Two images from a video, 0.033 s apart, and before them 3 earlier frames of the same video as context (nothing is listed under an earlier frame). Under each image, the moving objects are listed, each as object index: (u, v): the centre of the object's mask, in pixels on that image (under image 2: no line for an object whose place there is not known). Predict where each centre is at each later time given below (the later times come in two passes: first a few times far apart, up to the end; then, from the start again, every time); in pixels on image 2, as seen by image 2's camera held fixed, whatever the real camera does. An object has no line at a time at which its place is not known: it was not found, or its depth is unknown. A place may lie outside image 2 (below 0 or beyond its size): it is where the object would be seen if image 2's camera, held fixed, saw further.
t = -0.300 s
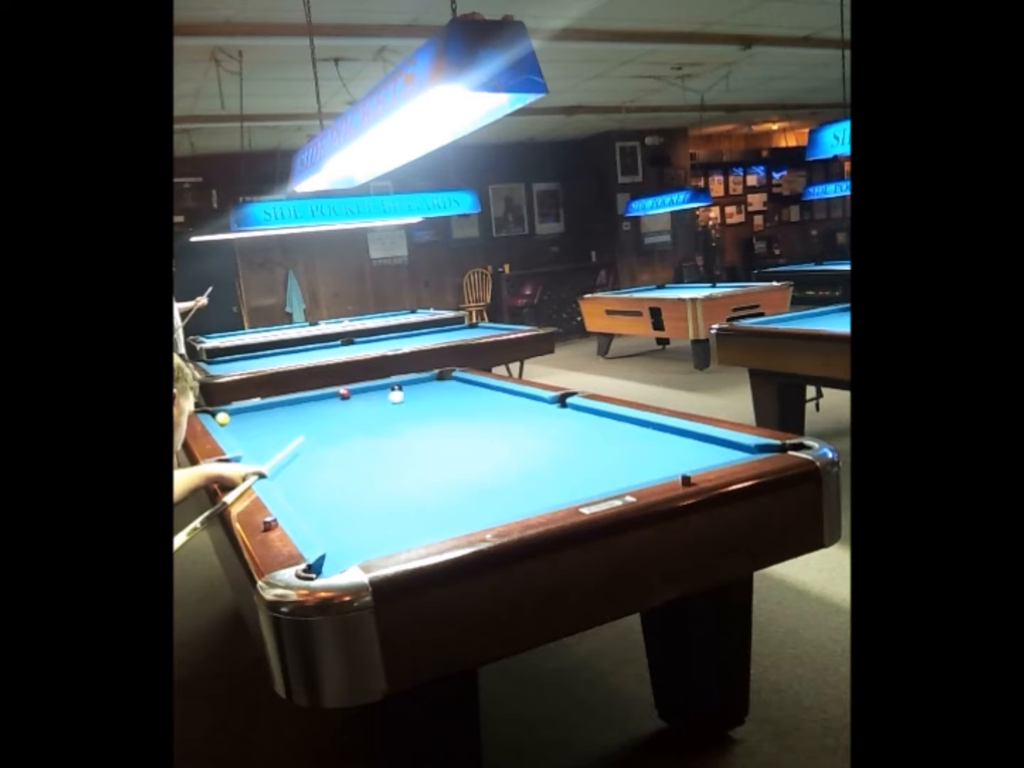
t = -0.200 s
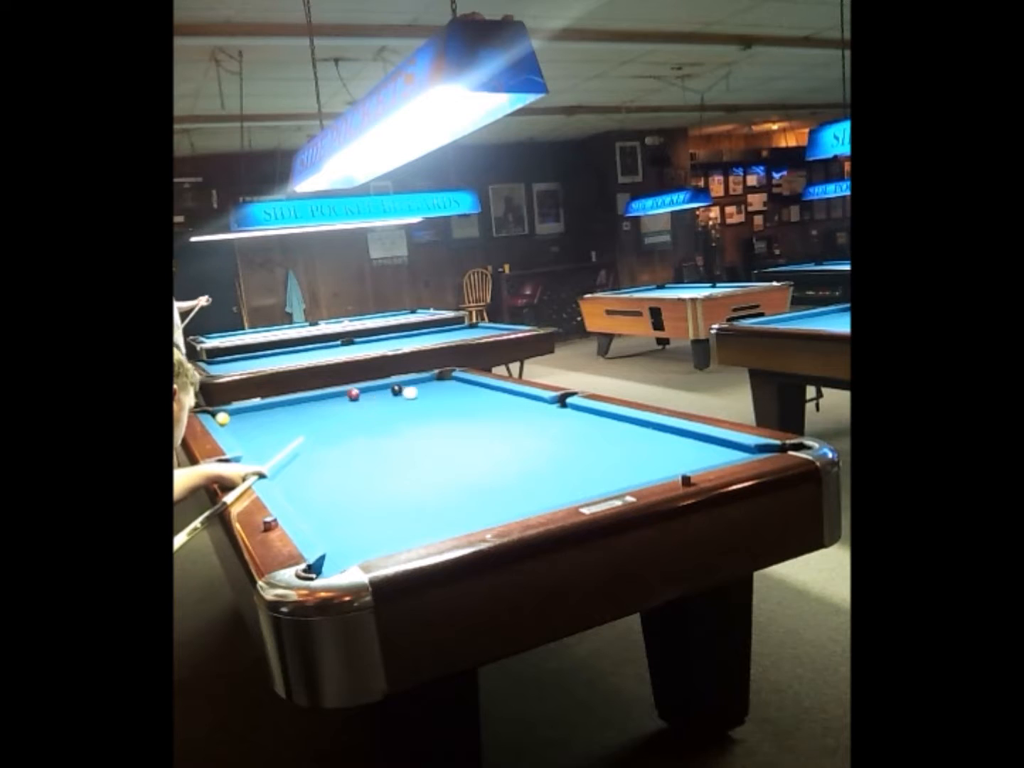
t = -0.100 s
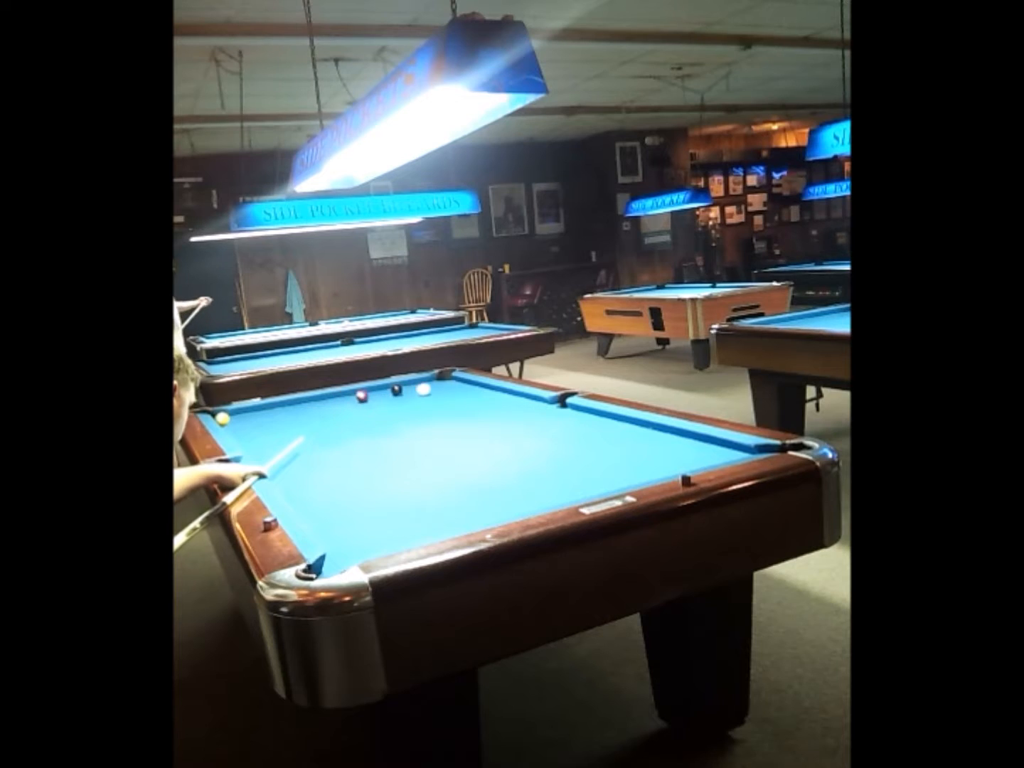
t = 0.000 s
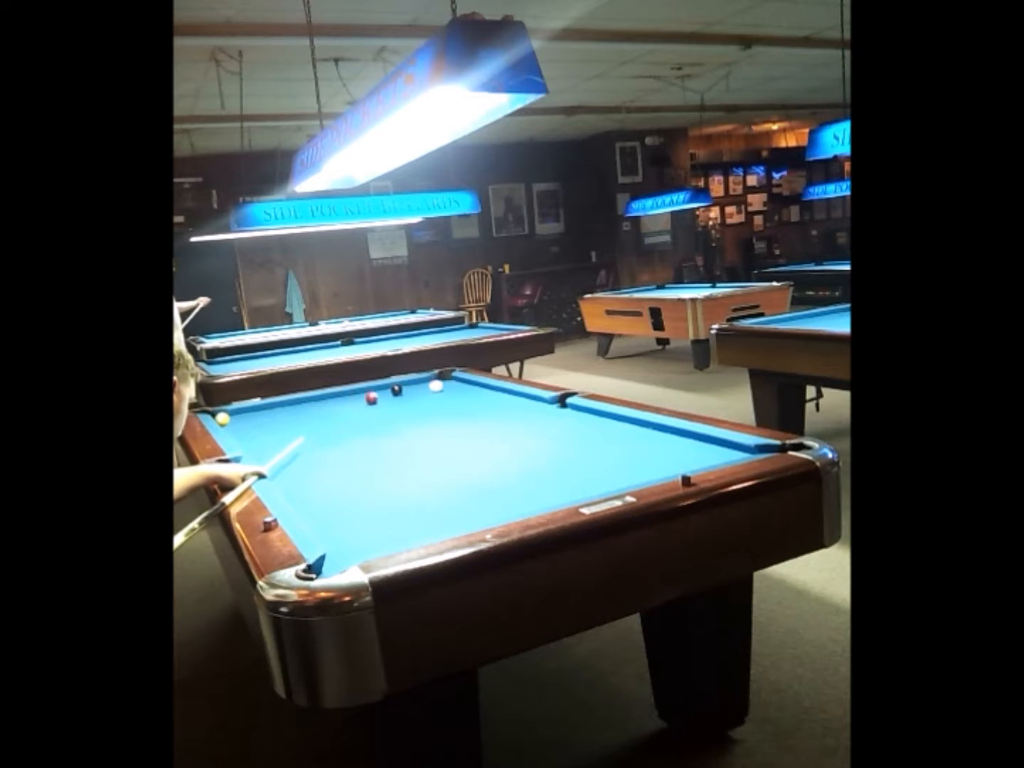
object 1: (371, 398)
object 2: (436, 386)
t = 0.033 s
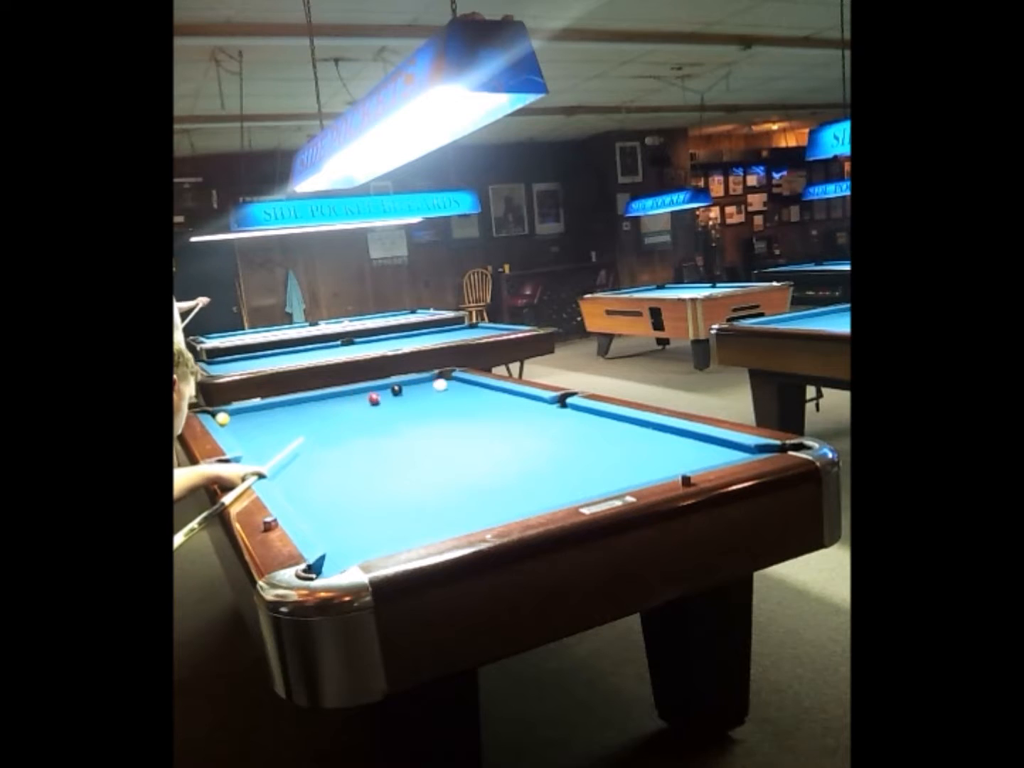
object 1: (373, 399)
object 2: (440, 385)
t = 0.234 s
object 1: (392, 402)
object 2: (454, 380)
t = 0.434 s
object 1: (413, 405)
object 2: (435, 382)
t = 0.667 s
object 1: (438, 410)
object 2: (413, 385)
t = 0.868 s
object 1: (461, 414)
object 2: (392, 386)
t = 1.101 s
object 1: (489, 419)
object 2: (374, 390)
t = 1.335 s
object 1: (520, 424)
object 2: (354, 393)
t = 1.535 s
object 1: (548, 430)
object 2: (337, 395)
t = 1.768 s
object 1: (584, 436)
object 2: (319, 397)
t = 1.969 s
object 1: (616, 443)
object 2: (303, 400)
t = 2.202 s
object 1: (658, 450)
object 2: (286, 402)
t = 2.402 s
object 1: (696, 457)
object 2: (272, 404)
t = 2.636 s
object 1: (717, 456)
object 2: (261, 406)
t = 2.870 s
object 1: (698, 451)
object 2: (250, 408)
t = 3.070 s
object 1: (683, 445)
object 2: (241, 410)
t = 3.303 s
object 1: (667, 439)
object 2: (232, 411)
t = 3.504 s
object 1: (655, 434)
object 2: (224, 412)
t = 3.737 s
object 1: (643, 430)
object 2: (215, 413)
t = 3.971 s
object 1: (631, 425)
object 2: (218, 413)
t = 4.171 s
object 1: (623, 422)
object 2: (219, 413)
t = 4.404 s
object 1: (614, 419)
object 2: (221, 413)
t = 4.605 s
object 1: (607, 416)
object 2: (221, 413)
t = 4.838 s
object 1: (598, 415)
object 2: (221, 414)
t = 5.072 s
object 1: (589, 414)
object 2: (221, 414)
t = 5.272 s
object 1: (583, 412)
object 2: (221, 414)
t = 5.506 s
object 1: (576, 411)
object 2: (221, 414)
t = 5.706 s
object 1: (572, 410)
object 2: (221, 414)
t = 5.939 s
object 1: (568, 409)
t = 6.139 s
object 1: (566, 409)
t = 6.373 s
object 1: (563, 408)
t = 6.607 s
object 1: (561, 408)
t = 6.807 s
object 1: (560, 408)
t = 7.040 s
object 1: (560, 408)
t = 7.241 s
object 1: (560, 408)
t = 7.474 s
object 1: (560, 408)
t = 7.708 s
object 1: (560, 408)
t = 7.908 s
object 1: (560, 408)
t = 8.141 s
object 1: (560, 408)
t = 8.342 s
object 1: (560, 408)
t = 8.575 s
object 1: (560, 408)
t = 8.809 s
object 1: (560, 408)
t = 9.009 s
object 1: (560, 408)
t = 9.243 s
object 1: (560, 408)
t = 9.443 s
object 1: (560, 408)
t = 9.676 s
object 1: (560, 408)
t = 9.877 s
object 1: (560, 408)
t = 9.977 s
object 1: (560, 408)
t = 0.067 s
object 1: (376, 399)
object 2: (444, 384)
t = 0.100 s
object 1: (380, 399)
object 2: (448, 382)
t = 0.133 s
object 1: (383, 400)
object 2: (452, 381)
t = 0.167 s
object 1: (386, 400)
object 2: (456, 380)
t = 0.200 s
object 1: (389, 401)
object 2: (457, 380)
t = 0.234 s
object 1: (392, 402)
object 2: (454, 380)
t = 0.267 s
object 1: (396, 403)
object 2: (451, 380)
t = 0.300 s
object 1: (399, 403)
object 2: (448, 381)
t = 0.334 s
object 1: (403, 404)
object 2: (444, 381)
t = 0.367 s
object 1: (406, 404)
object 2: (441, 381)
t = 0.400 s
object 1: (410, 405)
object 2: (438, 382)
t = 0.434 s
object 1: (413, 405)
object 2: (435, 382)
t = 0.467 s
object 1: (416, 406)
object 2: (432, 383)
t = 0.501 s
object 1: (420, 407)
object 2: (428, 383)
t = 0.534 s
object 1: (424, 408)
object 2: (425, 384)
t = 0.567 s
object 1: (427, 408)
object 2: (422, 384)
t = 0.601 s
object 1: (431, 409)
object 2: (419, 385)
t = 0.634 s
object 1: (434, 409)
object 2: (416, 385)
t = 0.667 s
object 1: (438, 410)
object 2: (413, 385)
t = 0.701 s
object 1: (441, 410)
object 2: (410, 386)
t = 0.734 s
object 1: (445, 411)
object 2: (407, 386)
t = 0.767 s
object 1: (449, 412)
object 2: (404, 386)
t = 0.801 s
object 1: (453, 413)
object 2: (402, 386)
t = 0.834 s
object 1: (457, 413)
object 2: (399, 385)
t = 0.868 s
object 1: (461, 414)
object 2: (392, 386)
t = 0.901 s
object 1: (465, 415)
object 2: (389, 387)
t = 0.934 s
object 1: (468, 416)
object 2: (387, 388)
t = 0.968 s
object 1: (473, 416)
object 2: (385, 389)
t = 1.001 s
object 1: (477, 417)
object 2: (382, 389)
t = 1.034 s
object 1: (481, 418)
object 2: (379, 390)
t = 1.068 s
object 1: (485, 418)
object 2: (377, 390)
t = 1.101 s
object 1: (489, 419)
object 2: (374, 390)
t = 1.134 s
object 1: (493, 420)
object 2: (371, 391)
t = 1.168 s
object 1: (498, 421)
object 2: (368, 391)
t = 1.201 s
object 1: (502, 421)
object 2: (365, 392)
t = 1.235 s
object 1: (506, 422)
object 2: (362, 392)
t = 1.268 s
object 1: (511, 423)
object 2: (359, 392)
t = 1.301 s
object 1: (515, 424)
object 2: (356, 393)
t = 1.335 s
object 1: (520, 424)
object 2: (354, 393)
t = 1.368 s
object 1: (524, 425)
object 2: (351, 393)
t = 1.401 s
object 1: (529, 426)
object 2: (348, 394)
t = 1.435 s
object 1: (533, 428)
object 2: (346, 394)
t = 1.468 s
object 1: (538, 428)
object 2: (343, 394)
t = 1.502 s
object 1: (543, 429)
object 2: (340, 395)
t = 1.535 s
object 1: (548, 430)
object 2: (337, 395)
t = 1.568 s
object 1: (553, 431)
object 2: (335, 395)
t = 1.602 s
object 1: (558, 432)
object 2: (332, 396)
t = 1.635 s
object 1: (563, 433)
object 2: (329, 396)
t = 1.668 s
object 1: (568, 434)
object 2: (326, 396)
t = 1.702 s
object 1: (573, 434)
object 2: (324, 397)
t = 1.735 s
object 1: (578, 435)
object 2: (321, 397)
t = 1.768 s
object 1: (584, 436)
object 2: (319, 397)
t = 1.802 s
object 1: (589, 437)
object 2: (316, 398)
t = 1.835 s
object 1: (594, 438)
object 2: (314, 398)
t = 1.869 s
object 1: (600, 439)
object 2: (311, 399)
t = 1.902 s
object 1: (605, 440)
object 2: (308, 399)
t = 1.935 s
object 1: (610, 441)
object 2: (306, 399)
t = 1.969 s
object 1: (616, 443)
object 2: (303, 400)
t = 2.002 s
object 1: (622, 443)
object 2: (301, 400)
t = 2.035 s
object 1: (628, 445)
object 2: (298, 400)
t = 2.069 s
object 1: (634, 446)
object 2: (296, 401)
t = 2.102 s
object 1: (640, 447)
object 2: (293, 401)
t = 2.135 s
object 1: (646, 448)
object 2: (291, 401)
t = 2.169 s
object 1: (652, 449)
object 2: (289, 402)
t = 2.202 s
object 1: (658, 450)
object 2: (286, 402)
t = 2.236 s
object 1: (664, 451)
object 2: (284, 402)
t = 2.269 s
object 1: (670, 452)
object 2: (281, 403)
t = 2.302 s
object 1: (676, 453)
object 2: (279, 403)
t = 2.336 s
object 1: (683, 455)
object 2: (277, 403)
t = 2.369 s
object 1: (690, 456)
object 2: (274, 404)
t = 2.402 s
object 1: (696, 457)
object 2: (272, 404)
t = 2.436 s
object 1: (702, 457)
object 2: (270, 404)
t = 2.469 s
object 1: (709, 457)
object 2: (269, 405)
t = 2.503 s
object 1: (715, 457)
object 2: (267, 405)
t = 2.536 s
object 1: (722, 457)
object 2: (265, 405)
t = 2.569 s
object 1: (723, 457)
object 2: (264, 406)
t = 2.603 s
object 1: (720, 456)
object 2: (262, 406)
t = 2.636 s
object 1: (717, 456)
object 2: (261, 406)
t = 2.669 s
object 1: (714, 456)
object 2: (259, 407)
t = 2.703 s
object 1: (712, 455)
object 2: (257, 407)
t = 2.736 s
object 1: (709, 455)
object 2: (256, 407)
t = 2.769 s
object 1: (706, 454)
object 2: (254, 407)
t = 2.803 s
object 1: (704, 453)
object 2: (253, 408)
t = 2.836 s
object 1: (701, 452)
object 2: (251, 408)
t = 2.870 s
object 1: (698, 451)
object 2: (250, 408)
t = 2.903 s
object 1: (695, 450)
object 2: (248, 409)
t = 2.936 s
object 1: (693, 449)
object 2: (246, 409)
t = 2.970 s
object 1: (690, 448)
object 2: (245, 409)
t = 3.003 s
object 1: (688, 447)
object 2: (244, 410)
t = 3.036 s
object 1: (685, 446)
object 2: (242, 410)
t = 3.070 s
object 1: (683, 445)
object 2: (241, 410)
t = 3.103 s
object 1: (680, 444)
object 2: (239, 411)
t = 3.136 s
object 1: (678, 443)
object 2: (238, 411)
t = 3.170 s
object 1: (676, 442)
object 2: (236, 411)
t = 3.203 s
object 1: (673, 442)
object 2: (235, 411)
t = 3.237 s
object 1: (671, 441)
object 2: (234, 411)
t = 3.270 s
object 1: (669, 440)
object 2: (233, 411)
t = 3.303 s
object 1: (667, 439)
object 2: (232, 411)
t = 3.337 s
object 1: (665, 438)
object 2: (230, 412)
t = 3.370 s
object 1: (663, 437)
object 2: (229, 412)
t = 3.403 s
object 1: (660, 436)
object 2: (228, 412)
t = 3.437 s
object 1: (659, 436)
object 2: (227, 412)
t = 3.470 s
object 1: (657, 435)
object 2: (226, 412)
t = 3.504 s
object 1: (655, 434)
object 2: (224, 412)
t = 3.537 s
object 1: (653, 434)
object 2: (223, 412)
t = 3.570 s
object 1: (651, 433)
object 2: (221, 412)
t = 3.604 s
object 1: (650, 432)
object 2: (220, 413)
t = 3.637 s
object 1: (648, 431)
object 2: (218, 413)
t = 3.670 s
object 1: (646, 431)
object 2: (217, 413)
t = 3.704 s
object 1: (644, 430)
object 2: (215, 413)
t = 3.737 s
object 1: (643, 430)
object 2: (215, 413)
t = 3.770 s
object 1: (641, 429)
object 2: (215, 413)
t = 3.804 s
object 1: (639, 428)
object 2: (216, 413)
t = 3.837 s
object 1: (637, 427)
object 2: (216, 413)
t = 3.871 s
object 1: (636, 427)
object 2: (217, 413)
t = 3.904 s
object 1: (634, 426)
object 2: (217, 413)
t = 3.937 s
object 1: (633, 426)
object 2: (218, 413)
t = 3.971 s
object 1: (631, 425)
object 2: (218, 413)
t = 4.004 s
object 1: (630, 425)
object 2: (218, 412)
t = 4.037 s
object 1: (628, 424)
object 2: (218, 412)
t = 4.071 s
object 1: (627, 424)
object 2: (219, 412)
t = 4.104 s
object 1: (626, 423)
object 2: (219, 413)
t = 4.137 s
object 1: (624, 423)
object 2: (219, 413)
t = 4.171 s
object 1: (623, 422)
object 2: (219, 413)
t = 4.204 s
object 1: (622, 422)
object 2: (220, 413)
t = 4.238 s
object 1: (620, 421)
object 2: (220, 413)
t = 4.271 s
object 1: (619, 421)
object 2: (220, 413)
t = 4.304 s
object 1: (618, 420)
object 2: (220, 413)
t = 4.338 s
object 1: (616, 420)
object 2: (220, 413)
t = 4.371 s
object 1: (615, 419)
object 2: (220, 413)
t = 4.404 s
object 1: (614, 419)
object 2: (221, 413)
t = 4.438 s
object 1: (613, 418)
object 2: (221, 413)
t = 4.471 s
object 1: (612, 418)
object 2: (221, 413)
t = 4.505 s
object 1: (610, 418)
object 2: (221, 413)
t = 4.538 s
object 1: (609, 417)
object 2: (221, 413)
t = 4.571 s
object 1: (608, 417)
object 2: (221, 413)
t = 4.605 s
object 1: (607, 416)
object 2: (221, 413)
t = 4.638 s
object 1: (606, 416)
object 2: (221, 413)
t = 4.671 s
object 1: (604, 416)
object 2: (221, 414)
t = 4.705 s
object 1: (603, 415)
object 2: (221, 414)
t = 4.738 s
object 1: (601, 415)
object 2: (221, 414)
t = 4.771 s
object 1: (600, 415)
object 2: (221, 414)
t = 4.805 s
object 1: (599, 415)
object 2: (221, 414)
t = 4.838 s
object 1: (598, 415)
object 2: (221, 414)
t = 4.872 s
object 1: (597, 414)
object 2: (221, 414)
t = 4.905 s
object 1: (595, 414)
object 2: (221, 414)
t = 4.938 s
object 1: (594, 414)
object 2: (221, 414)
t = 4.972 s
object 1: (592, 414)
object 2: (221, 414)
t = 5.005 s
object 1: (591, 414)
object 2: (221, 414)
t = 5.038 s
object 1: (590, 414)
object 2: (221, 414)
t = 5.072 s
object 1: (589, 414)
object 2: (221, 414)
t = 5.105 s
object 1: (588, 413)
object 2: (221, 414)
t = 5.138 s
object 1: (587, 413)
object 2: (221, 414)
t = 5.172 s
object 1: (586, 413)
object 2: (221, 414)
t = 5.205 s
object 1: (585, 413)
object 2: (221, 414)
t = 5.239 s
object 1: (584, 413)
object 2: (221, 414)
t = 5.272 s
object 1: (583, 412)
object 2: (221, 414)
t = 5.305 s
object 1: (582, 412)
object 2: (221, 414)
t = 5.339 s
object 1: (581, 412)
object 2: (221, 414)
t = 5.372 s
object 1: (580, 412)
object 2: (221, 414)
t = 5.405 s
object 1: (579, 412)
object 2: (221, 414)
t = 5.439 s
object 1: (578, 411)
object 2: (221, 414)
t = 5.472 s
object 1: (577, 411)
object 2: (221, 414)
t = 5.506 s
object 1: (576, 411)
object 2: (221, 414)
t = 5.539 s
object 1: (575, 411)
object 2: (221, 414)
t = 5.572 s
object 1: (575, 411)
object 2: (221, 414)
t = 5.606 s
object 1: (574, 411)
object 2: (221, 414)
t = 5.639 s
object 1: (573, 411)
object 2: (221, 414)
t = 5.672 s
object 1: (573, 411)
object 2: (221, 414)
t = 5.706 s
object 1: (572, 410)
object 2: (221, 414)
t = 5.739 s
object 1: (572, 410)
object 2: (221, 414)
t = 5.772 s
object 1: (571, 410)
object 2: (221, 414)
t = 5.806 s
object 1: (571, 410)
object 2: (221, 414)
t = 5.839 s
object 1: (570, 410)
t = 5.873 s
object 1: (569, 410)
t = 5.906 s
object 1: (568, 410)
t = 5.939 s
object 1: (568, 409)
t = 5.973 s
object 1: (567, 409)
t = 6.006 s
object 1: (567, 409)
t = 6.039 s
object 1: (566, 409)
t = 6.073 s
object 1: (566, 409)
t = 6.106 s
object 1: (565, 409)
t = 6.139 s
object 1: (566, 409)
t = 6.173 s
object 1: (565, 409)
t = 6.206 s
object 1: (564, 409)
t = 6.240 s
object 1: (564, 409)
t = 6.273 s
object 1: (564, 409)
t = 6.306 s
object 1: (563, 409)
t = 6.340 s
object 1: (563, 408)
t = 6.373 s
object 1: (563, 408)
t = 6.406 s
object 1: (562, 408)
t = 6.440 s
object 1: (562, 408)
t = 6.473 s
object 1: (562, 408)
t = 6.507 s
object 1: (562, 408)
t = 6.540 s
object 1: (561, 408)
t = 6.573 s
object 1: (561, 408)
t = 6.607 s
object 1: (561, 408)
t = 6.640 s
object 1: (561, 408)
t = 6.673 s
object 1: (561, 408)
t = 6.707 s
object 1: (561, 408)
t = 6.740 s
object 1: (560, 408)
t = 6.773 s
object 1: (560, 408)
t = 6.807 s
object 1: (560, 408)
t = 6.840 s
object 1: (560, 408)
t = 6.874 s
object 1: (560, 408)
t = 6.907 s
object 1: (560, 408)
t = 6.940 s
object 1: (560, 408)
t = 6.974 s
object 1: (560, 408)
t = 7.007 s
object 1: (560, 408)
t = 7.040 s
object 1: (560, 408)
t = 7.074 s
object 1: (560, 408)
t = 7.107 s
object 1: (560, 408)
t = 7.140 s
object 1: (560, 408)
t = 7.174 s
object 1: (560, 408)
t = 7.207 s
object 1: (560, 408)
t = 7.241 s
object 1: (560, 408)
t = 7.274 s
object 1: (560, 408)
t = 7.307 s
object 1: (560, 408)
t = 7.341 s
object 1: (560, 408)
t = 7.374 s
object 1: (560, 408)
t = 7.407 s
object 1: (560, 408)
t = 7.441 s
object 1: (560, 408)
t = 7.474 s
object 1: (560, 408)
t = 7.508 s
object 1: (560, 408)
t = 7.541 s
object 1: (560, 408)
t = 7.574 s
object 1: (560, 408)
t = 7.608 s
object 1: (560, 408)
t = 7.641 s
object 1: (560, 408)
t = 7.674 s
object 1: (560, 408)
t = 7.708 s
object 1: (560, 408)
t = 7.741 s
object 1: (560, 408)
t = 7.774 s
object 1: (560, 408)
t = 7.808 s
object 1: (560, 408)
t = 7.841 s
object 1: (560, 408)
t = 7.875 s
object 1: (560, 408)
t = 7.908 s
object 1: (560, 408)
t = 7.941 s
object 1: (560, 408)
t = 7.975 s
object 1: (560, 408)
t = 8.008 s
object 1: (560, 408)
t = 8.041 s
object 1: (560, 408)
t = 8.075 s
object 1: (560, 408)
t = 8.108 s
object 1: (560, 408)
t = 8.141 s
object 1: (560, 408)
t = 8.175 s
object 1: (560, 408)
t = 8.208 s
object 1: (560, 408)
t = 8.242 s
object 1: (560, 408)
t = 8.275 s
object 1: (560, 408)
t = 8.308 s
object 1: (560, 408)
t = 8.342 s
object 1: (560, 408)
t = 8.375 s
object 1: (560, 408)
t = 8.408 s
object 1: (560, 408)
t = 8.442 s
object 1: (560, 408)
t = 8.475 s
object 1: (560, 408)
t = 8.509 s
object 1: (560, 408)
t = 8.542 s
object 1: (560, 408)
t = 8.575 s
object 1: (560, 408)
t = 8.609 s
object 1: (560, 408)
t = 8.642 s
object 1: (560, 408)
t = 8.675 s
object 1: (560, 408)
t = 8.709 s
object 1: (560, 408)
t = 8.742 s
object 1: (560, 408)
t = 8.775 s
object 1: (560, 408)
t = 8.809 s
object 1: (560, 408)
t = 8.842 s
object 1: (560, 408)
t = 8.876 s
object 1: (560, 408)
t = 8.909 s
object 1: (560, 408)
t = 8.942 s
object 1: (560, 408)
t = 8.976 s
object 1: (560, 408)
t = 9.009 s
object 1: (560, 408)
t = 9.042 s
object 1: (560, 408)
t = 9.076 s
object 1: (560, 408)
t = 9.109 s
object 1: (560, 408)
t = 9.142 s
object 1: (560, 408)
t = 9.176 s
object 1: (560, 408)
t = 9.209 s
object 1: (560, 408)
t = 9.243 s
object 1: (560, 408)
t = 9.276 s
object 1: (560, 408)
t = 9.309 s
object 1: (560, 408)
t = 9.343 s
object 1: (560, 408)
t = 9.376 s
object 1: (560, 408)
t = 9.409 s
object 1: (560, 408)
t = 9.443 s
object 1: (560, 408)
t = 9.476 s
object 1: (560, 408)
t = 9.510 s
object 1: (560, 408)
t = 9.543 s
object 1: (560, 408)
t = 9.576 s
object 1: (560, 408)
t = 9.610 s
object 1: (560, 408)
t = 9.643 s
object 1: (560, 408)
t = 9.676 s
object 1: (560, 408)
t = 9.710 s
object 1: (560, 408)
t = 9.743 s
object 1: (560, 408)
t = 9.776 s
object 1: (560, 408)
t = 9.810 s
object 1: (560, 408)
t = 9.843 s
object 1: (560, 408)
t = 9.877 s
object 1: (560, 408)
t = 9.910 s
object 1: (560, 408)
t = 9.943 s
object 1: (560, 408)
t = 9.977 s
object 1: (560, 408)
